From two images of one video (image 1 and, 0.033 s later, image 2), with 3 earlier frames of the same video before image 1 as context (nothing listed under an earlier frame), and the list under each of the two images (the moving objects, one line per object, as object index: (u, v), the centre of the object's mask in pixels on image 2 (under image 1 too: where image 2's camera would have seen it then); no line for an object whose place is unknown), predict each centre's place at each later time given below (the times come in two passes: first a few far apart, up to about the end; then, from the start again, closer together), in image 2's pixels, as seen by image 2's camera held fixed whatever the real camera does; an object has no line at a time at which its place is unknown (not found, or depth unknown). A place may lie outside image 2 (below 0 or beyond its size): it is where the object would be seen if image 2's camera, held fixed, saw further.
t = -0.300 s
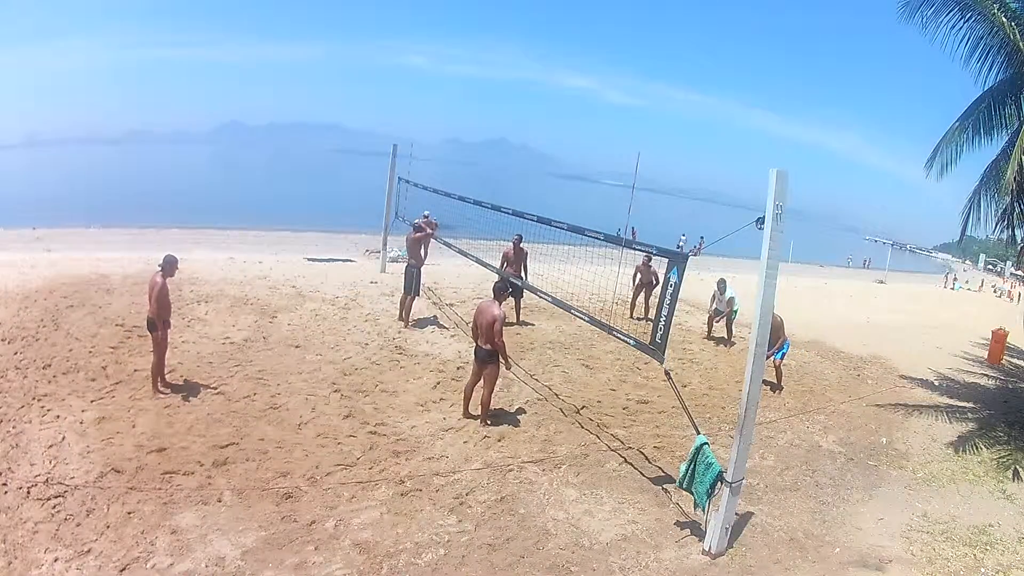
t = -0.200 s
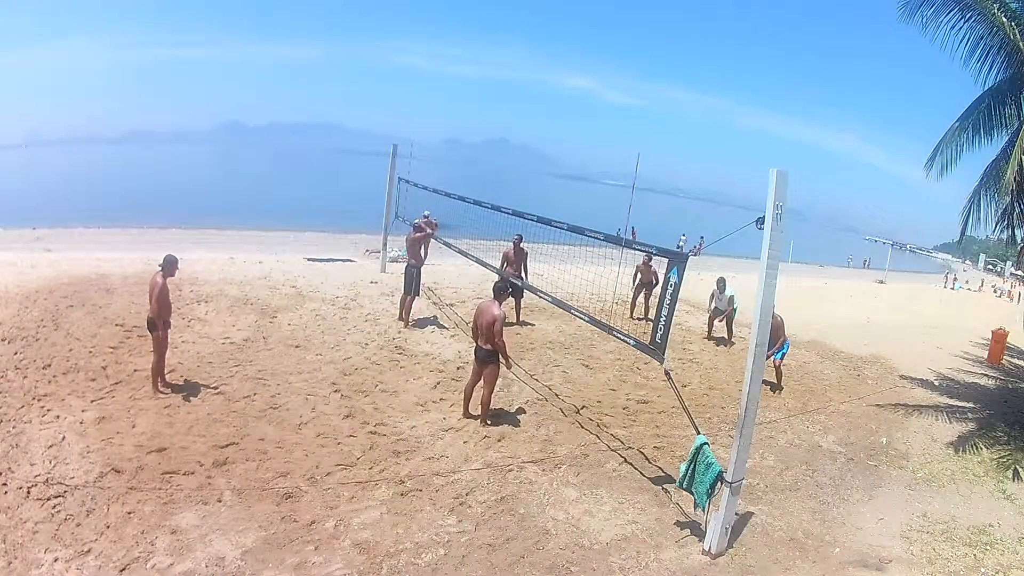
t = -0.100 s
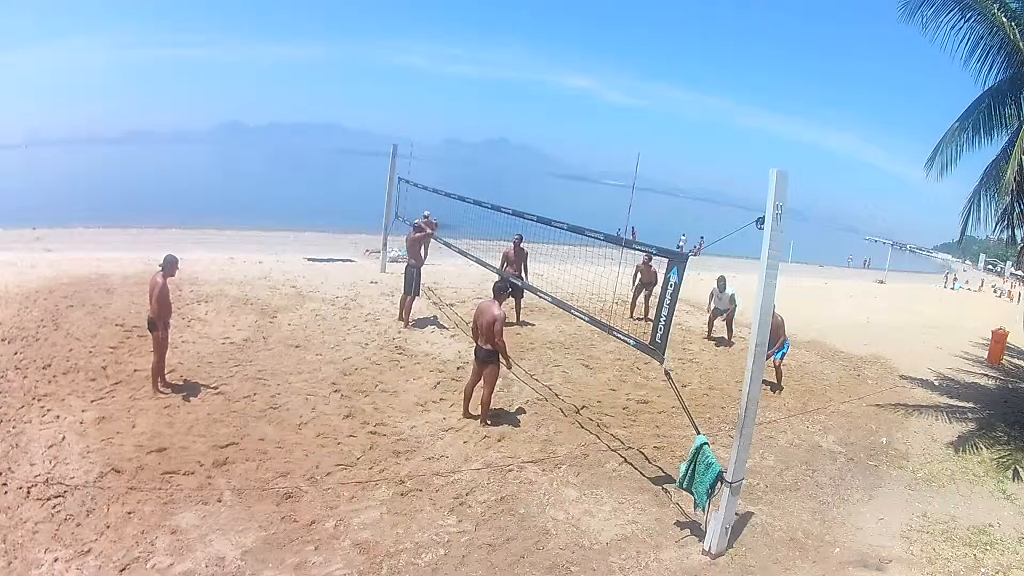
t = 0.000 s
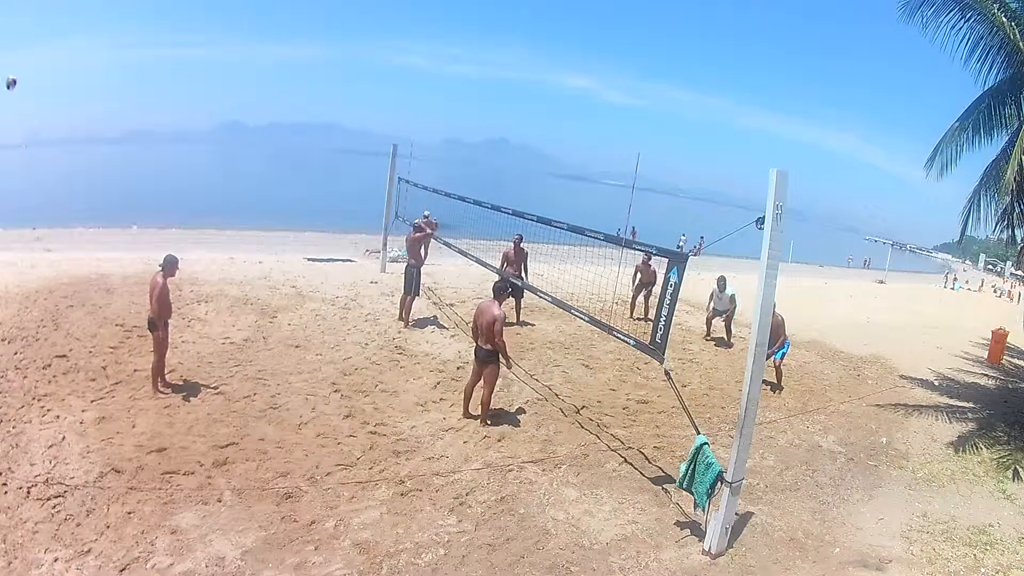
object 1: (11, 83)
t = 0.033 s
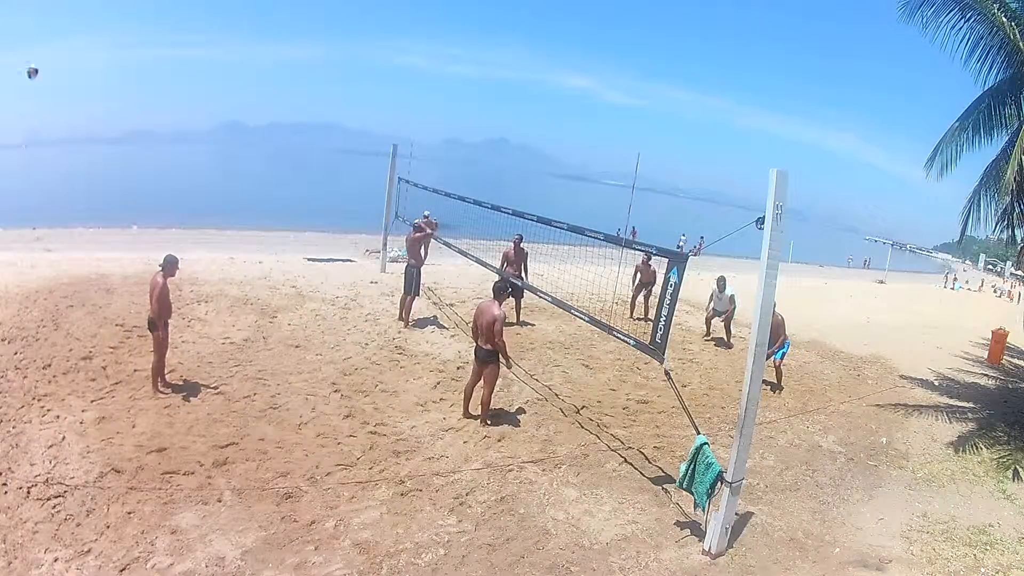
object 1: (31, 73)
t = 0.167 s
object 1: (128, 41)
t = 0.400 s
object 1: (307, 35)
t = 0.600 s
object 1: (448, 73)
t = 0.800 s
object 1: (560, 133)
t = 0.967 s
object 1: (630, 194)
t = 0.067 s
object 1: (55, 62)
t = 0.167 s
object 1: (128, 41)
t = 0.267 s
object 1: (205, 30)
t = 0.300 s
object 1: (231, 29)
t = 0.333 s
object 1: (257, 30)
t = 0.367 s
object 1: (282, 33)
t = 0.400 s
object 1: (307, 35)
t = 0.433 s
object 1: (332, 39)
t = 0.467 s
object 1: (357, 44)
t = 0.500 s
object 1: (381, 51)
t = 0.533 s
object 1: (403, 58)
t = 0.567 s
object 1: (426, 65)
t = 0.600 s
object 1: (448, 73)
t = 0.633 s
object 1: (469, 81)
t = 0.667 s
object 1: (489, 91)
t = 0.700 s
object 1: (507, 101)
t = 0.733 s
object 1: (526, 111)
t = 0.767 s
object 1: (543, 122)
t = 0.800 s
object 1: (560, 133)
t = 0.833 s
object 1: (576, 145)
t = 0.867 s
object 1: (591, 157)
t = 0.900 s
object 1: (605, 169)
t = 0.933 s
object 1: (619, 181)
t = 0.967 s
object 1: (630, 194)
